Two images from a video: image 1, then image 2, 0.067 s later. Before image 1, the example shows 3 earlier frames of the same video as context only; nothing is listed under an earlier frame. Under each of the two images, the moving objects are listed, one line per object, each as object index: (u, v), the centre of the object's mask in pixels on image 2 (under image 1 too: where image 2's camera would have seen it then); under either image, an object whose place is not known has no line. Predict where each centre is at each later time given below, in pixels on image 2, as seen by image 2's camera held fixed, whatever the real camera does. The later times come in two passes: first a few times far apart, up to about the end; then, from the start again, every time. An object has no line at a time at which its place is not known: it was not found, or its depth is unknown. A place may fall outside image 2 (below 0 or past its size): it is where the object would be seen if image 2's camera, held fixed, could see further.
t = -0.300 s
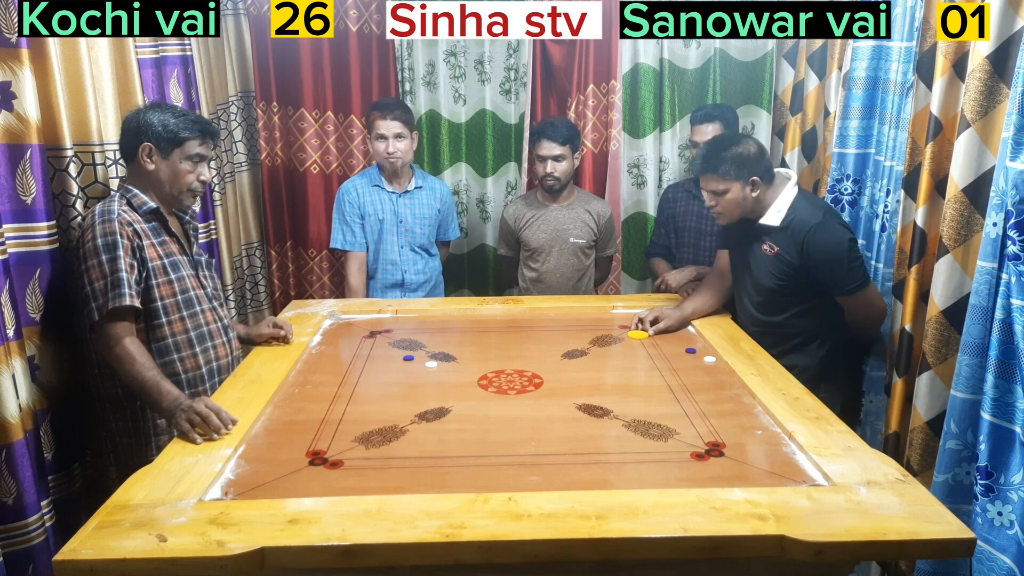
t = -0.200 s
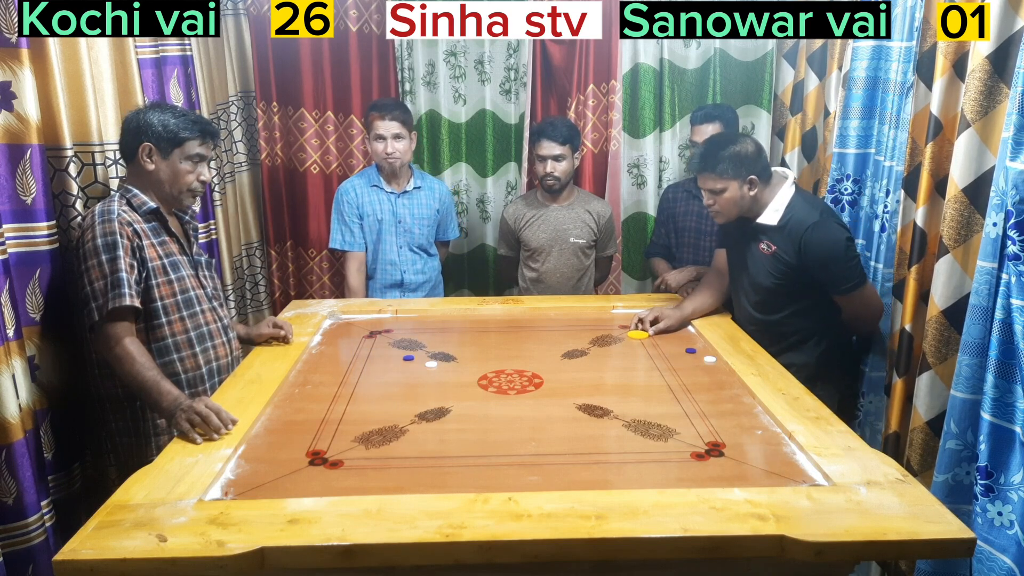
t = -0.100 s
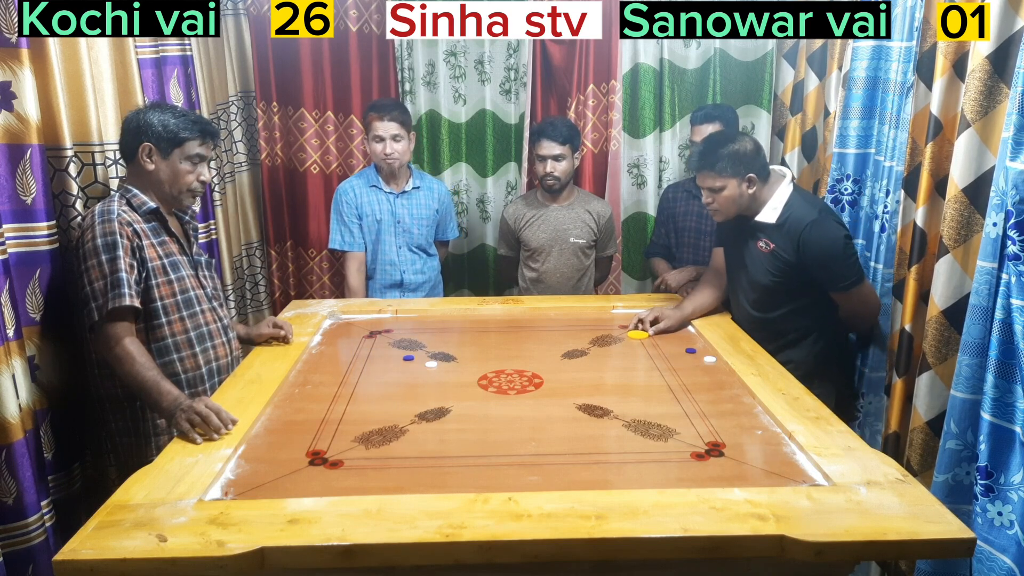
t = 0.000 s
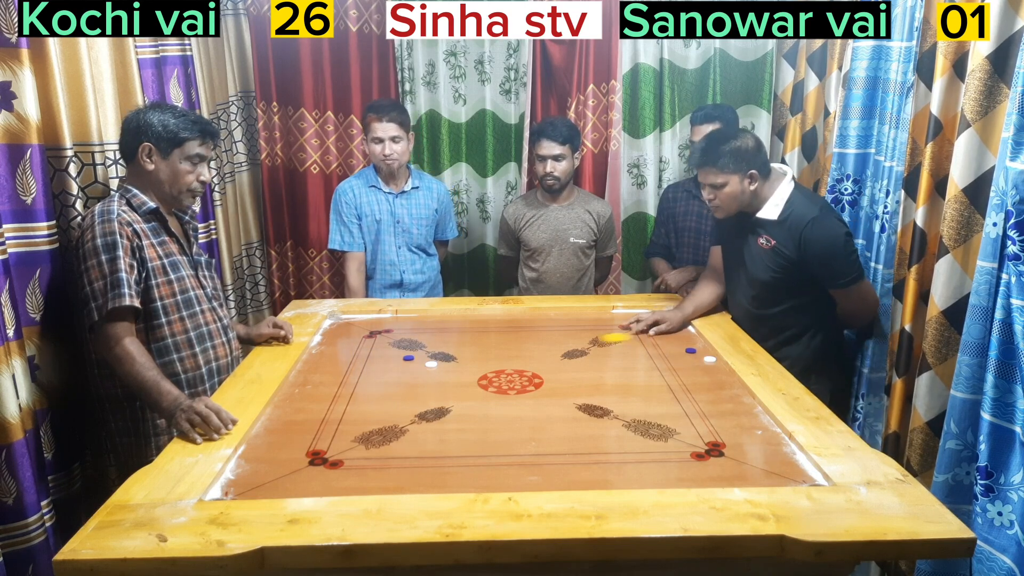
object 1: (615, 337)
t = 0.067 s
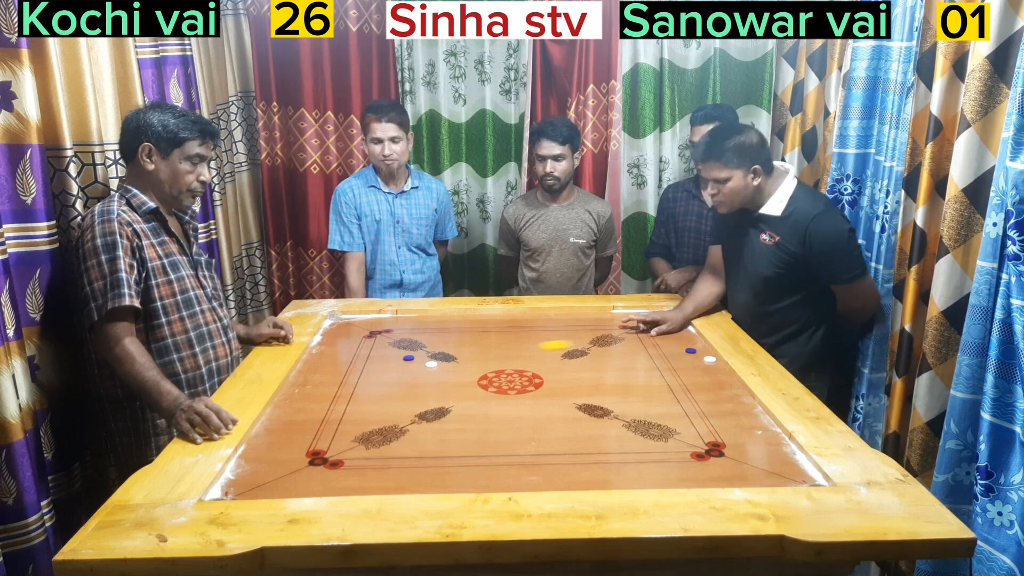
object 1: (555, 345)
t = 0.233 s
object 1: (411, 362)
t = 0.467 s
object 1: (321, 378)
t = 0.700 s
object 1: (398, 385)
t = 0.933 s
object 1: (464, 391)
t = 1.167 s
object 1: (514, 394)
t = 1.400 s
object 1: (541, 395)
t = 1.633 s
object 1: (544, 396)
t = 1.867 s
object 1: (544, 396)
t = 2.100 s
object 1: (544, 396)
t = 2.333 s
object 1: (544, 396)
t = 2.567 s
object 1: (544, 396)
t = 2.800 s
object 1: (544, 396)
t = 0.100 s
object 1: (524, 349)
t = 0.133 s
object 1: (494, 353)
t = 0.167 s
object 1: (462, 357)
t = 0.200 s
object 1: (435, 360)
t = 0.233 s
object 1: (411, 362)
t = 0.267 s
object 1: (390, 365)
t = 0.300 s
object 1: (370, 367)
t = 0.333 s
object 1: (349, 370)
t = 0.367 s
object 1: (330, 372)
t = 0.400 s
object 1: (311, 375)
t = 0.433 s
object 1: (309, 377)
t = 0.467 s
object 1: (321, 378)
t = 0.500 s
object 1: (332, 379)
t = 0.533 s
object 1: (344, 380)
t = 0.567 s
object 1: (355, 381)
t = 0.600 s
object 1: (366, 382)
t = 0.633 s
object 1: (377, 383)
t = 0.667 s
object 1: (388, 384)
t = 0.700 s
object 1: (398, 385)
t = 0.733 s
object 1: (409, 386)
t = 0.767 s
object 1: (419, 387)
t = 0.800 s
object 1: (428, 388)
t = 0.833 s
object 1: (438, 389)
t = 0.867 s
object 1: (447, 389)
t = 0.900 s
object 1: (456, 390)
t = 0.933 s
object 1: (464, 391)
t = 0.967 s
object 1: (473, 391)
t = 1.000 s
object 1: (481, 392)
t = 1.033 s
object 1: (488, 392)
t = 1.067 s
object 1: (495, 393)
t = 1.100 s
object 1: (502, 393)
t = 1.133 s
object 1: (508, 394)
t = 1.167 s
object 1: (514, 394)
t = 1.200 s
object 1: (519, 394)
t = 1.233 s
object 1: (524, 394)
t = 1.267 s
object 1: (528, 395)
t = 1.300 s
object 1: (533, 395)
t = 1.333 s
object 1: (536, 395)
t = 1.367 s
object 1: (539, 395)
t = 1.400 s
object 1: (541, 395)
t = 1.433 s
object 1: (542, 396)
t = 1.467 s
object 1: (543, 396)
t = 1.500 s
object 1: (543, 396)
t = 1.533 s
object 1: (543, 396)
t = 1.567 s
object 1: (544, 396)
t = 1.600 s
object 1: (544, 396)
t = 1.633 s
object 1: (544, 396)
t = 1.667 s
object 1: (544, 396)
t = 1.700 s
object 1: (544, 396)
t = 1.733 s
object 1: (544, 396)
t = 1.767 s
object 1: (544, 396)
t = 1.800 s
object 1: (544, 396)
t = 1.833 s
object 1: (544, 396)
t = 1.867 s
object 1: (544, 396)
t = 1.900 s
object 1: (544, 396)
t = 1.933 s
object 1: (544, 396)
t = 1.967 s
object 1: (544, 396)
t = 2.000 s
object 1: (544, 396)
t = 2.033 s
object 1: (544, 396)
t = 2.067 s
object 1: (544, 396)
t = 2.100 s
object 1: (544, 396)
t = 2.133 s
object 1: (544, 396)
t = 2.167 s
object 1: (544, 396)
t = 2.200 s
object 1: (544, 396)
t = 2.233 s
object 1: (544, 396)
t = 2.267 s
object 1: (544, 396)
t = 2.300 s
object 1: (544, 396)
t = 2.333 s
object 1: (544, 396)
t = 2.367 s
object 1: (544, 396)
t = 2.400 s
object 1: (544, 396)
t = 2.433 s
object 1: (544, 396)
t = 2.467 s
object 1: (544, 396)
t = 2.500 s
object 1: (544, 396)
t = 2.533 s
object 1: (544, 396)
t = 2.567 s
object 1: (544, 396)
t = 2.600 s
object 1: (544, 396)
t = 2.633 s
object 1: (544, 396)
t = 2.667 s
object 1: (544, 396)
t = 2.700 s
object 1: (544, 396)
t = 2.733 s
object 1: (544, 396)
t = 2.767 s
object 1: (544, 396)
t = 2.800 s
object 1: (544, 396)
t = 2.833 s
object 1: (544, 396)
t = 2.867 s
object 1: (544, 396)
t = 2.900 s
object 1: (544, 396)
